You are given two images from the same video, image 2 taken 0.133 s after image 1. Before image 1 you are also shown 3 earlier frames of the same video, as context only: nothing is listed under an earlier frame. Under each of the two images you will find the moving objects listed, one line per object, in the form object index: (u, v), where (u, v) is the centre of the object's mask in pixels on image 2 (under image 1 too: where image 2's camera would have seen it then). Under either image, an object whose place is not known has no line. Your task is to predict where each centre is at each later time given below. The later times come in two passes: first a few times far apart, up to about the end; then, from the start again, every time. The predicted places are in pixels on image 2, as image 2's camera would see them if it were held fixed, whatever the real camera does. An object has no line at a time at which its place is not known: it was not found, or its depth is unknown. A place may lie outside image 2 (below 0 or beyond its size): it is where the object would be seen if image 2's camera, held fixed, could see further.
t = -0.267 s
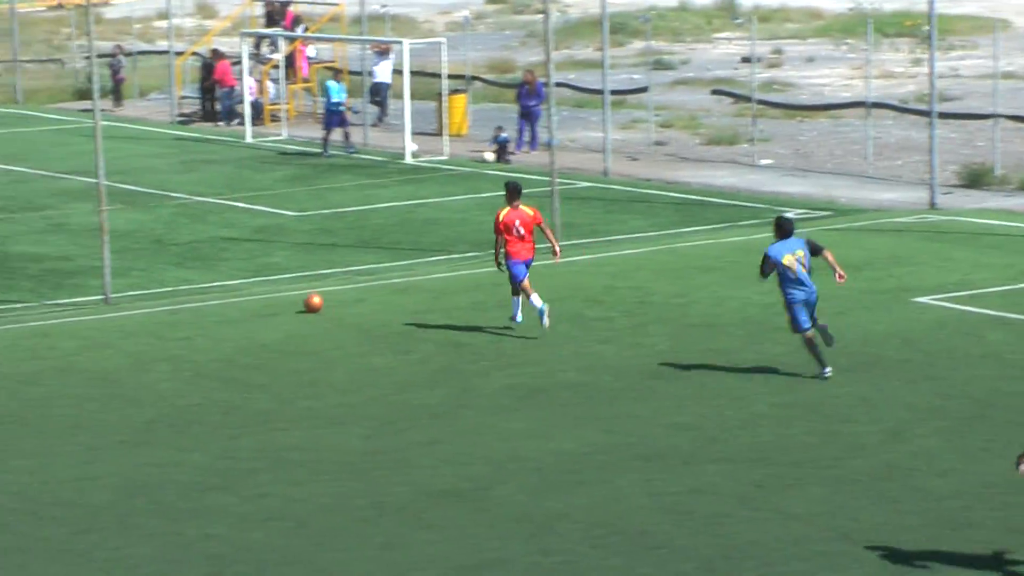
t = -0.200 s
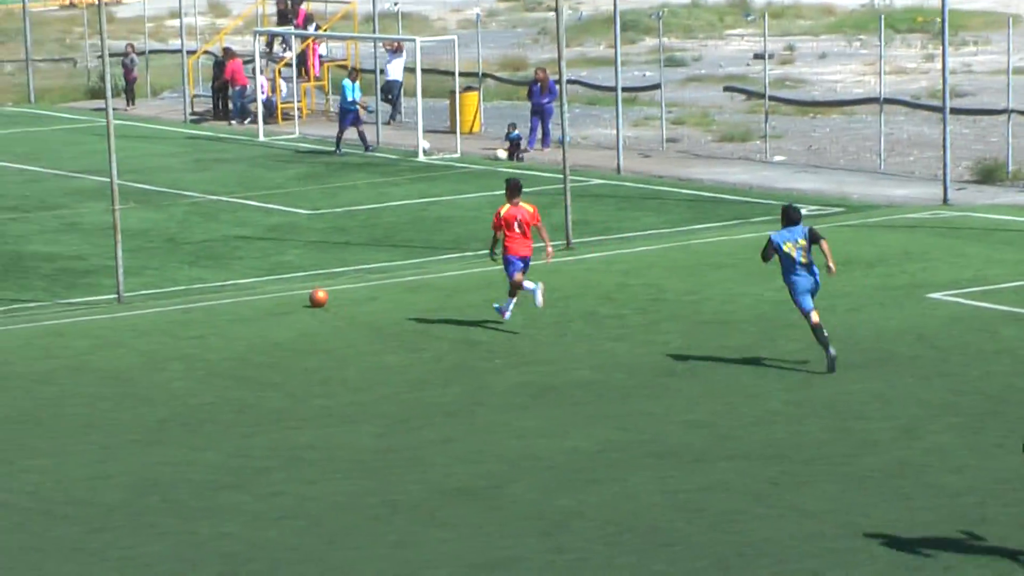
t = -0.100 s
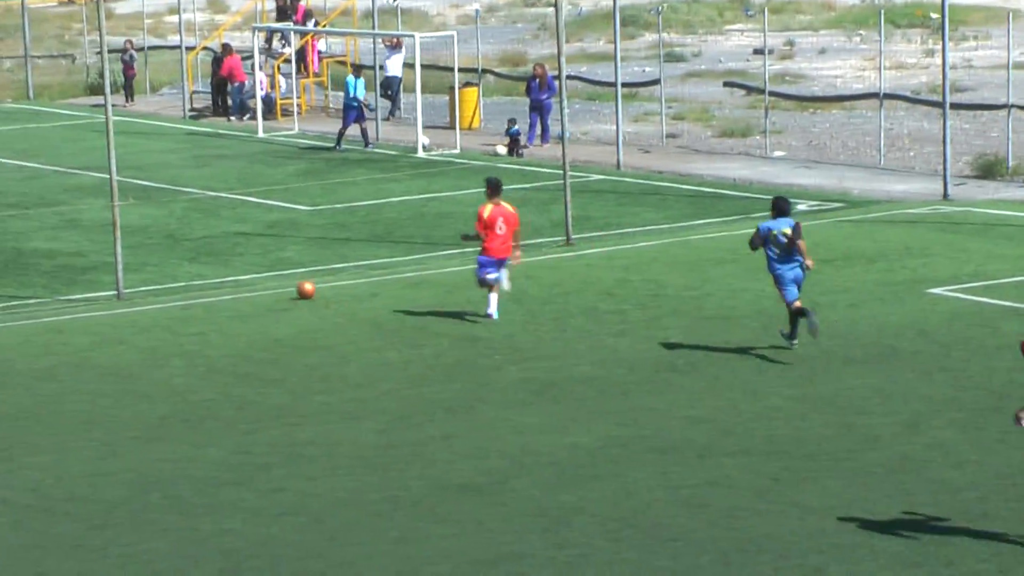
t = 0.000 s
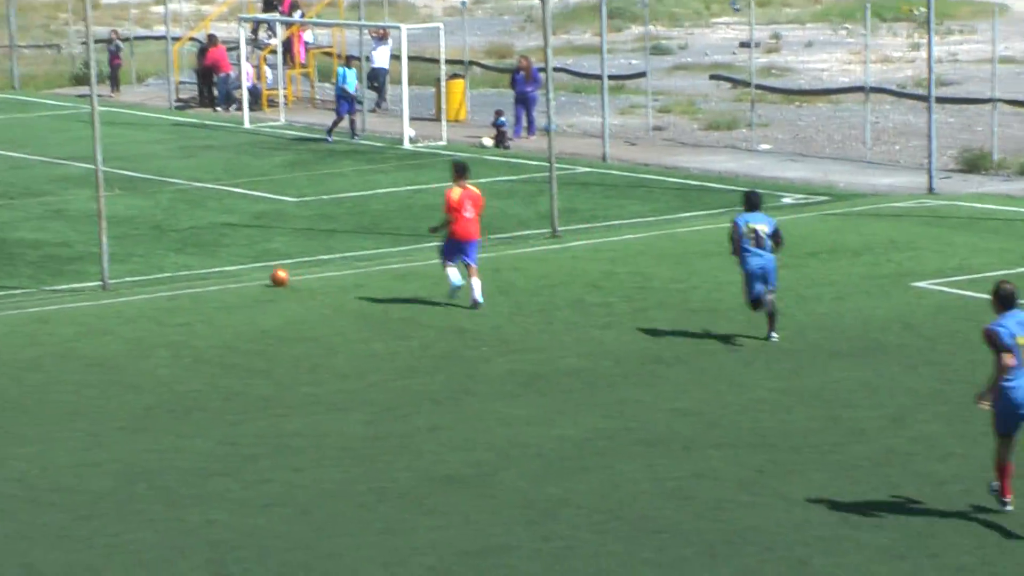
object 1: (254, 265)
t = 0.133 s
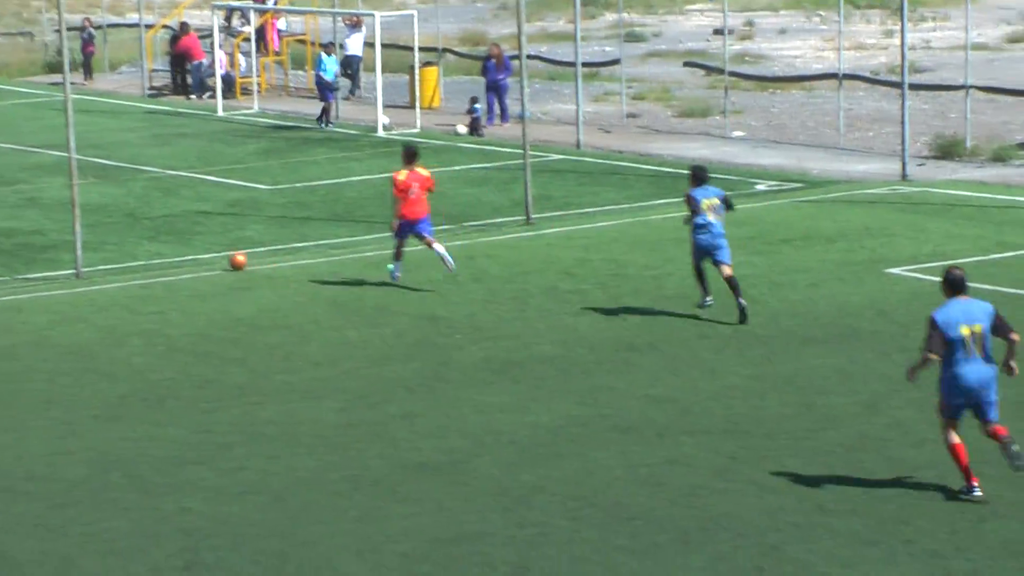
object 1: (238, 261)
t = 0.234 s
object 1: (226, 259)
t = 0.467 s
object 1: (207, 242)
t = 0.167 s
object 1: (233, 261)
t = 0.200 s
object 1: (230, 260)
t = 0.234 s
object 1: (226, 259)
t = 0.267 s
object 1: (222, 258)
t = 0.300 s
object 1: (218, 258)
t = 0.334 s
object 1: (214, 257)
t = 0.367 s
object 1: (211, 253)
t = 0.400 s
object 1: (209, 250)
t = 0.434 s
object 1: (206, 246)
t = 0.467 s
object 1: (207, 242)
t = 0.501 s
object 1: (208, 238)
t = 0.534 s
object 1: (210, 235)
